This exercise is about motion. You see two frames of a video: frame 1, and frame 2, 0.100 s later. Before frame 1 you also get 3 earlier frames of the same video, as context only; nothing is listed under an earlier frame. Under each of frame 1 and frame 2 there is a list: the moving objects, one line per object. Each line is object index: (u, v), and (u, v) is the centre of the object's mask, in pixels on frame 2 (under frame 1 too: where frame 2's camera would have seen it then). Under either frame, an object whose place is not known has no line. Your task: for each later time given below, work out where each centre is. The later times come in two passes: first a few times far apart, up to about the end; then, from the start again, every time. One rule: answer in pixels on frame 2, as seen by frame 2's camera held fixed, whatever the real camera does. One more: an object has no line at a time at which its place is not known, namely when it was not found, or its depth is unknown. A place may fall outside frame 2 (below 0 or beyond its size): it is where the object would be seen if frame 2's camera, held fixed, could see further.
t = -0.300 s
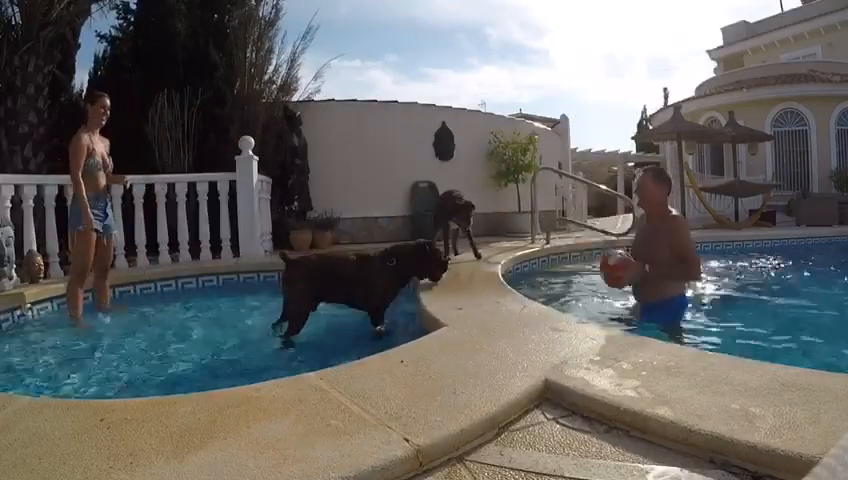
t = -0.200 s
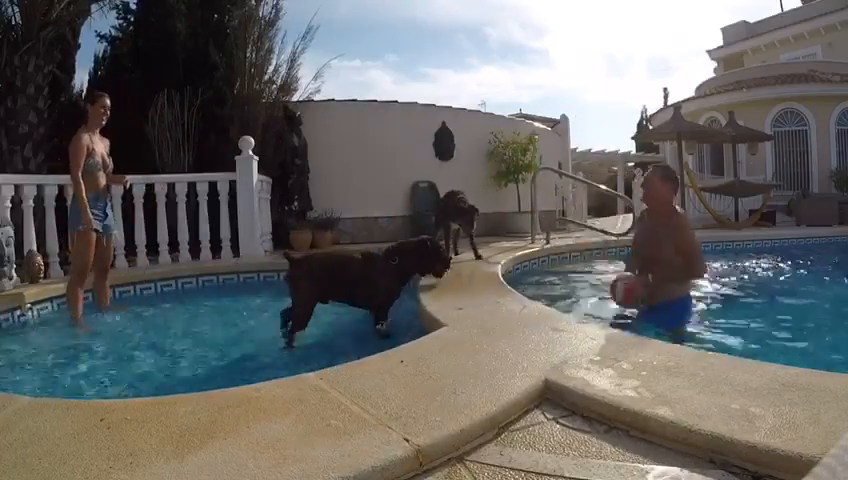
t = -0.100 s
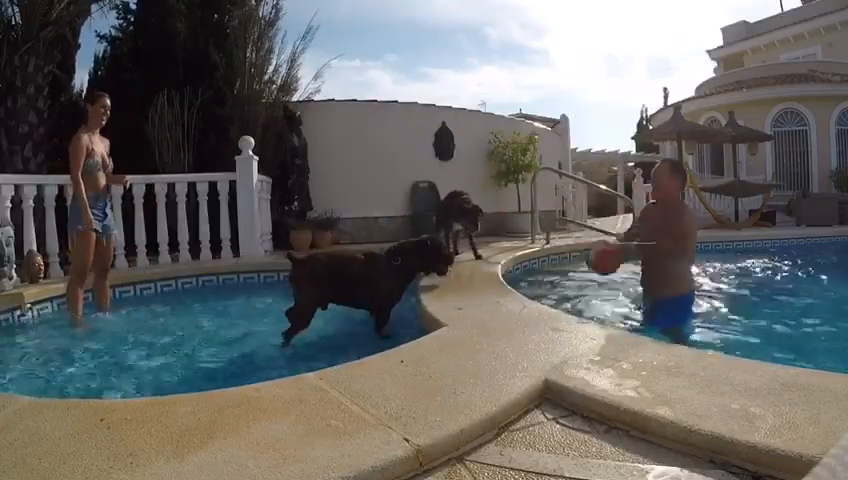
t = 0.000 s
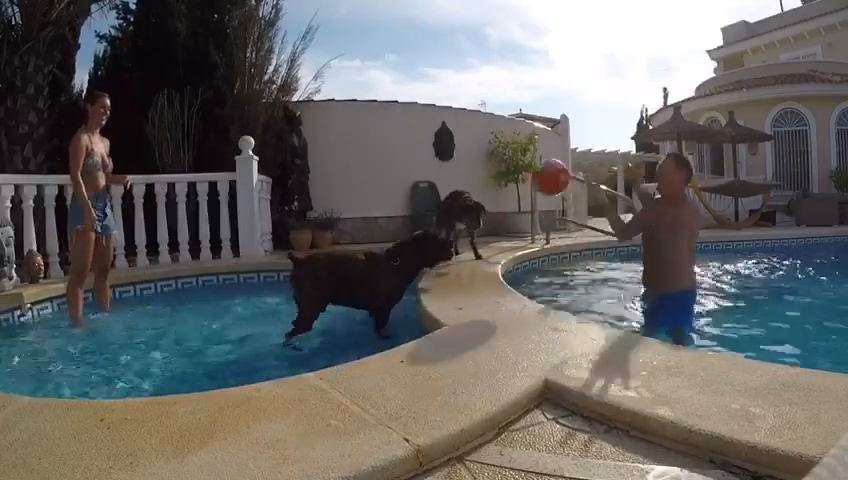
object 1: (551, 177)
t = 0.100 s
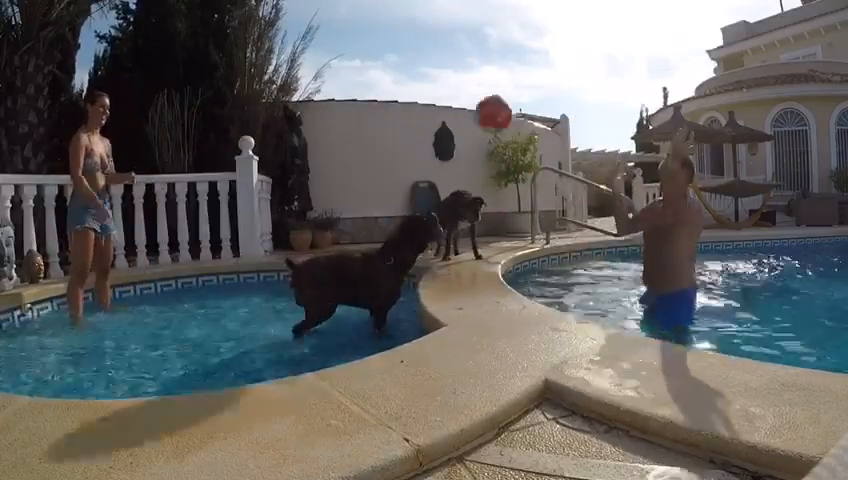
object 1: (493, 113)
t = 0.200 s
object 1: (437, 71)
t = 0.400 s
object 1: (336, 42)
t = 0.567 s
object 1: (262, 67)
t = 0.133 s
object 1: (474, 97)
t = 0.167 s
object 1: (455, 83)
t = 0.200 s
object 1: (437, 71)
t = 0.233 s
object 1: (419, 61)
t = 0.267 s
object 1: (402, 53)
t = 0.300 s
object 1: (385, 47)
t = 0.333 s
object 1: (368, 44)
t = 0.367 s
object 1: (352, 42)
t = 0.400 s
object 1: (336, 42)
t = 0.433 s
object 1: (320, 44)
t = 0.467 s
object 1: (305, 47)
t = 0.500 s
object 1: (290, 53)
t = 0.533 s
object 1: (276, 60)
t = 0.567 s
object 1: (262, 67)
